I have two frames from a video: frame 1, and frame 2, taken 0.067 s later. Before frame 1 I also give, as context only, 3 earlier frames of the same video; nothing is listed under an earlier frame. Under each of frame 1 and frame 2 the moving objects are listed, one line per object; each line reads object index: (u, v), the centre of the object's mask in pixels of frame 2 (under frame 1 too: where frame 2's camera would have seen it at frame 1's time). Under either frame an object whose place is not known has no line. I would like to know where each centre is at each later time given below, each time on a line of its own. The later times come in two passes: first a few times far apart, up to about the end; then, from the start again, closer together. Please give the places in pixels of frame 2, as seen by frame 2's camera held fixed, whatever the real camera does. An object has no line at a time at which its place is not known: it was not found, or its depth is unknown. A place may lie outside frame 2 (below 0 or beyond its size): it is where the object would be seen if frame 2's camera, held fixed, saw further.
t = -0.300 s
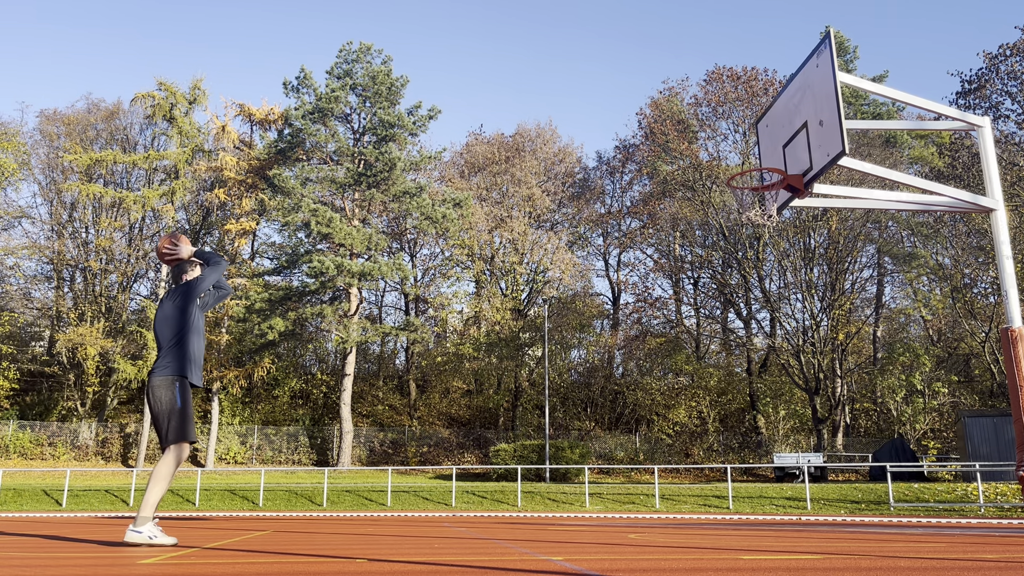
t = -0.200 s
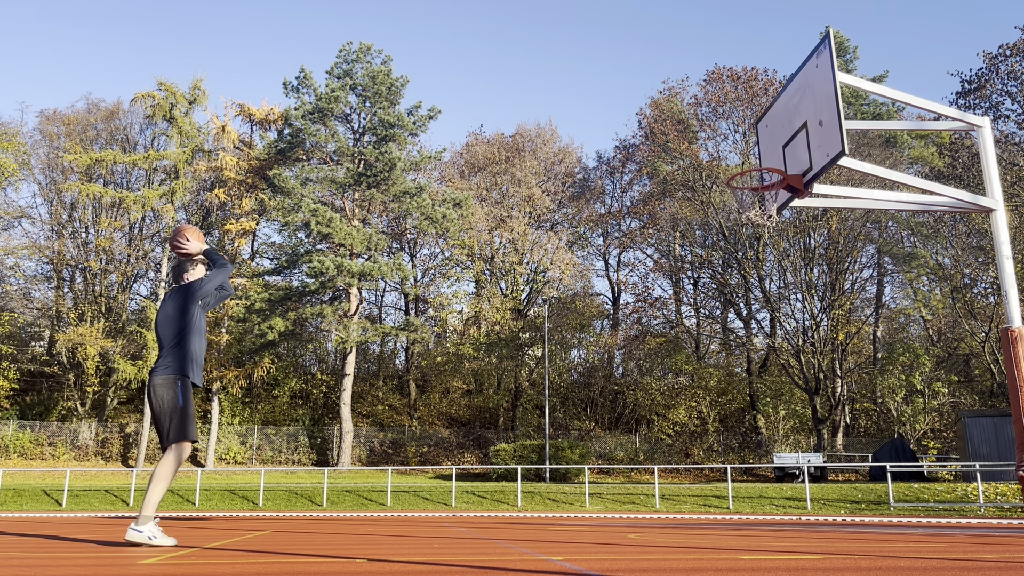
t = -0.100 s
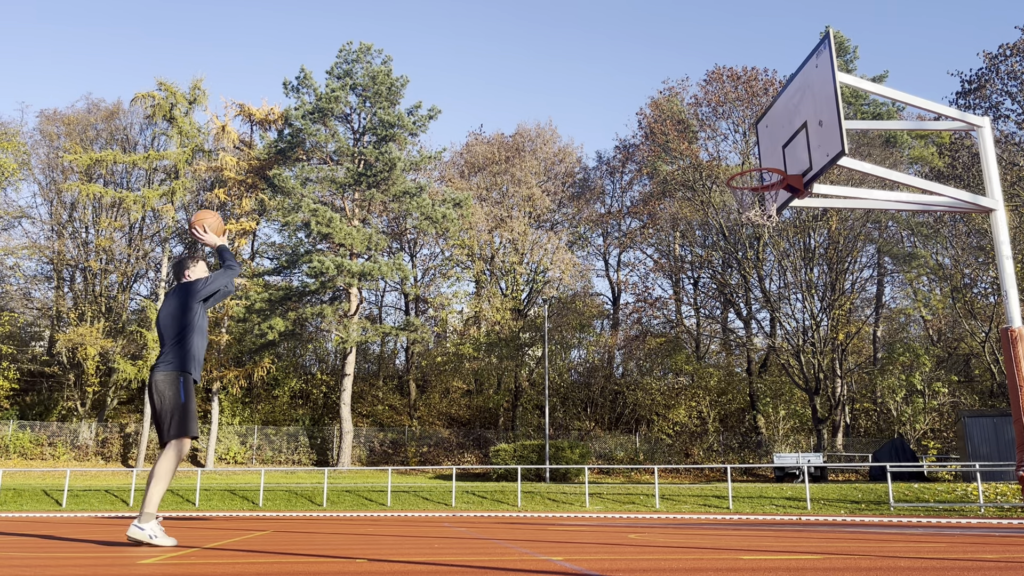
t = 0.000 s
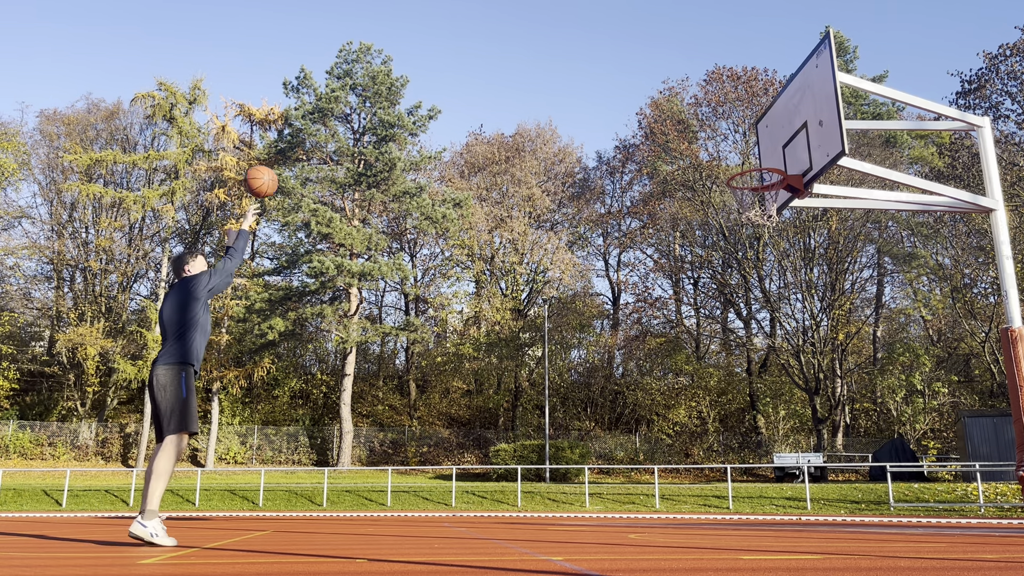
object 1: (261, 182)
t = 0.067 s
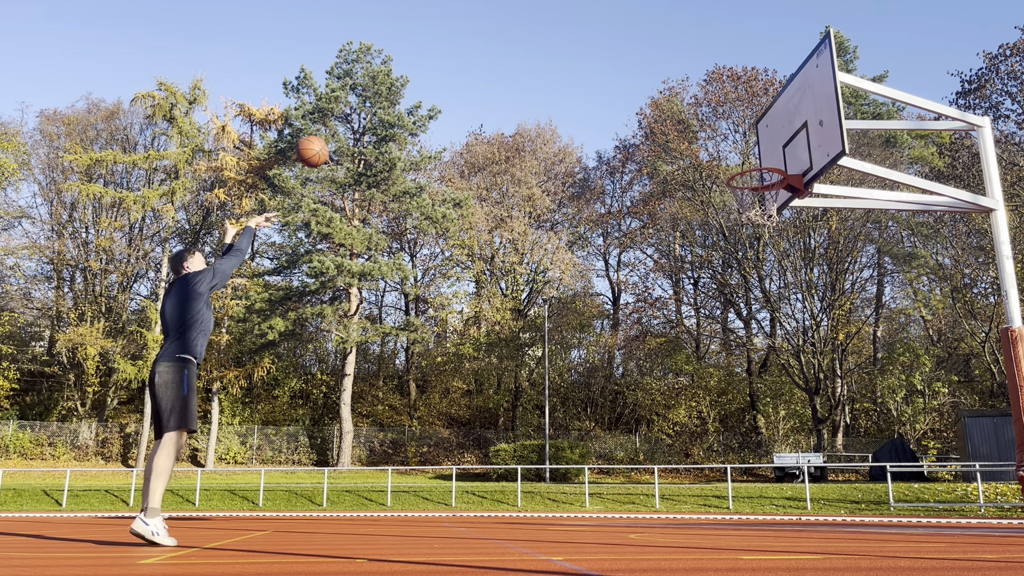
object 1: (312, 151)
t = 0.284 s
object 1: (460, 97)
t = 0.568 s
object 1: (626, 106)
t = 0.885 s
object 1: (766, 208)
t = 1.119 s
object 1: (730, 229)
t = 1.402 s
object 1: (693, 330)
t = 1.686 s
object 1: (663, 520)
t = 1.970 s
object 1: (636, 397)
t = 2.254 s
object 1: (613, 368)
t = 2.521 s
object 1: (594, 428)
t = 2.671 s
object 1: (584, 506)
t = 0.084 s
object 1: (324, 145)
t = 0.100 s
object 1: (336, 139)
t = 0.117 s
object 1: (349, 134)
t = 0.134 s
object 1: (360, 128)
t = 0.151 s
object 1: (372, 123)
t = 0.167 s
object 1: (384, 119)
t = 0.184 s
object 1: (395, 114)
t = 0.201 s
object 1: (406, 110)
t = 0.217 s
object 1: (417, 107)
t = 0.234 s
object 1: (428, 104)
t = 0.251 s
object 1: (438, 101)
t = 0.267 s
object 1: (449, 99)
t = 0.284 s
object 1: (460, 97)
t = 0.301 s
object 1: (470, 95)
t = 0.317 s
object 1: (480, 93)
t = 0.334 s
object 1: (491, 92)
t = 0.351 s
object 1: (501, 91)
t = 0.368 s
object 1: (511, 91)
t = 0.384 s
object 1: (521, 90)
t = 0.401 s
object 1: (531, 90)
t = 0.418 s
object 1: (540, 90)
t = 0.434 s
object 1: (550, 91)
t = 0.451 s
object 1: (560, 92)
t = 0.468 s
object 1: (570, 93)
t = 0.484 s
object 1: (579, 94)
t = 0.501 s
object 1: (589, 96)
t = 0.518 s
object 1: (598, 98)
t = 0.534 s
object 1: (608, 101)
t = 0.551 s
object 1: (617, 103)
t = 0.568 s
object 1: (626, 106)
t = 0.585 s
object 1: (635, 109)
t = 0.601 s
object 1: (644, 113)
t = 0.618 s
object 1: (654, 116)
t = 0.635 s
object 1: (663, 120)
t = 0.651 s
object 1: (672, 125)
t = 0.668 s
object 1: (681, 129)
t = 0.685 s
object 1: (691, 134)
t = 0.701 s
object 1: (699, 139)
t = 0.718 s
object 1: (708, 144)
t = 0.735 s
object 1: (717, 150)
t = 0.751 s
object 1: (726, 156)
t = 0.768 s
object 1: (734, 162)
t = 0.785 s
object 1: (744, 167)
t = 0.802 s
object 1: (753, 175)
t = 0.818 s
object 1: (762, 181)
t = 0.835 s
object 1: (769, 187)
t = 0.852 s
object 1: (769, 193)
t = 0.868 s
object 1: (766, 200)
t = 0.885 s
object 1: (766, 208)
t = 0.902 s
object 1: (763, 210)
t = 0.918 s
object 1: (760, 210)
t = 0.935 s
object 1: (757, 215)
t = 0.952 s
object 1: (754, 214)
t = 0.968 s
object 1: (752, 215)
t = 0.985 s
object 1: (749, 213)
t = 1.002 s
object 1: (747, 217)
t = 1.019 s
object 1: (744, 218)
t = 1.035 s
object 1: (741, 218)
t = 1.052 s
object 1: (739, 219)
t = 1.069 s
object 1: (736, 221)
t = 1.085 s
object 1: (734, 223)
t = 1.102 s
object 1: (732, 226)
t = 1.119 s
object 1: (730, 229)
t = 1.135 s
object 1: (727, 233)
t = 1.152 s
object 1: (725, 237)
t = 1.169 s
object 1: (723, 241)
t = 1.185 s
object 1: (720, 245)
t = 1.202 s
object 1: (719, 250)
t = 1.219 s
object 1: (716, 255)
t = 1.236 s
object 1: (714, 260)
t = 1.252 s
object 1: (712, 266)
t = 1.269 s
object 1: (710, 272)
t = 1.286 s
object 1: (708, 278)
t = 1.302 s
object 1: (706, 285)
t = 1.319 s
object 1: (704, 292)
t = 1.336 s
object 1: (702, 298)
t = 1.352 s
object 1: (700, 306)
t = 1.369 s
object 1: (698, 314)
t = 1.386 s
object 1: (695, 322)
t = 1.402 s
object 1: (693, 330)
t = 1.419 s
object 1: (692, 339)
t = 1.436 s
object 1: (690, 348)
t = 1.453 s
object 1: (688, 358)
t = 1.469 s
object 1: (686, 368)
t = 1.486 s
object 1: (684, 378)
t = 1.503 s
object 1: (682, 388)
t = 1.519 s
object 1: (680, 399)
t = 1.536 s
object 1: (678, 411)
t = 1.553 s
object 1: (676, 422)
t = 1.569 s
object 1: (675, 434)
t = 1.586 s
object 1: (673, 446)
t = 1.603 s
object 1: (671, 459)
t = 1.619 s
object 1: (669, 472)
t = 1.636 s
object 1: (668, 486)
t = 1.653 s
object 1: (666, 500)
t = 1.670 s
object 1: (664, 514)
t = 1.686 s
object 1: (663, 520)
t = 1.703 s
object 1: (661, 510)
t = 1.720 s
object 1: (659, 500)
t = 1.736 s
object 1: (658, 491)
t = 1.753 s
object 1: (656, 482)
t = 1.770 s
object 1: (654, 474)
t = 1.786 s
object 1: (653, 465)
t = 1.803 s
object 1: (651, 457)
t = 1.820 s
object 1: (650, 450)
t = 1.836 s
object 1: (648, 442)
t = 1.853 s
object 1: (646, 435)
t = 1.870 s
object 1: (645, 429)
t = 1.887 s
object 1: (643, 423)
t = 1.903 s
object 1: (642, 417)
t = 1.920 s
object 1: (640, 411)
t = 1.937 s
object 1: (639, 406)
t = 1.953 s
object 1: (637, 401)
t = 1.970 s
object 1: (636, 397)
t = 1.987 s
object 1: (634, 392)
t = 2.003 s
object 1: (633, 388)
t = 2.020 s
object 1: (632, 384)
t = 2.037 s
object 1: (630, 382)
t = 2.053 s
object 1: (628, 378)
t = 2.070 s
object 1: (628, 376)
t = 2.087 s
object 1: (626, 374)
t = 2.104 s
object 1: (624, 372)
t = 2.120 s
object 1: (623, 370)
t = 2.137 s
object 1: (622, 369)
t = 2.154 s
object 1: (621, 368)
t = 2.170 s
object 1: (620, 367)
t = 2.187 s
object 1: (618, 367)
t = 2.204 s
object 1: (617, 367)
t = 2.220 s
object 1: (615, 367)
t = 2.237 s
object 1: (614, 367)
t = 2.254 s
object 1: (613, 368)
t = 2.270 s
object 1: (612, 369)
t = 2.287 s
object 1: (611, 370)
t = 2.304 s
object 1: (610, 372)
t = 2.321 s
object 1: (608, 374)
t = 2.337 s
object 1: (607, 377)
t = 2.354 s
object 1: (606, 380)
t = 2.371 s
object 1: (604, 383)
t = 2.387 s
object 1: (603, 386)
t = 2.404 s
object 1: (602, 390)
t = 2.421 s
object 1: (601, 395)
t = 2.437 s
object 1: (600, 400)
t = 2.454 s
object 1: (599, 404)
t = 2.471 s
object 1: (598, 409)
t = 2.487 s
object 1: (596, 415)
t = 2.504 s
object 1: (595, 422)
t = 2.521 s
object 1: (594, 428)
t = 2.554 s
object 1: (592, 442)
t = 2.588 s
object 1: (589, 458)
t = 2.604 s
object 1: (588, 467)
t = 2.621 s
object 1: (587, 476)
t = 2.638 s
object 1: (586, 486)
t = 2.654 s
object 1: (585, 495)
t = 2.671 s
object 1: (584, 506)
